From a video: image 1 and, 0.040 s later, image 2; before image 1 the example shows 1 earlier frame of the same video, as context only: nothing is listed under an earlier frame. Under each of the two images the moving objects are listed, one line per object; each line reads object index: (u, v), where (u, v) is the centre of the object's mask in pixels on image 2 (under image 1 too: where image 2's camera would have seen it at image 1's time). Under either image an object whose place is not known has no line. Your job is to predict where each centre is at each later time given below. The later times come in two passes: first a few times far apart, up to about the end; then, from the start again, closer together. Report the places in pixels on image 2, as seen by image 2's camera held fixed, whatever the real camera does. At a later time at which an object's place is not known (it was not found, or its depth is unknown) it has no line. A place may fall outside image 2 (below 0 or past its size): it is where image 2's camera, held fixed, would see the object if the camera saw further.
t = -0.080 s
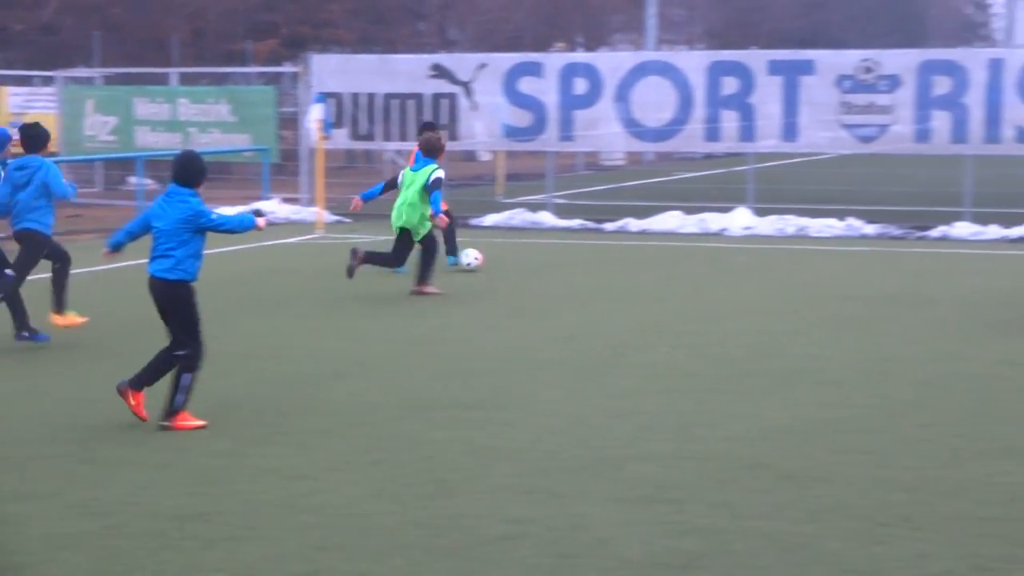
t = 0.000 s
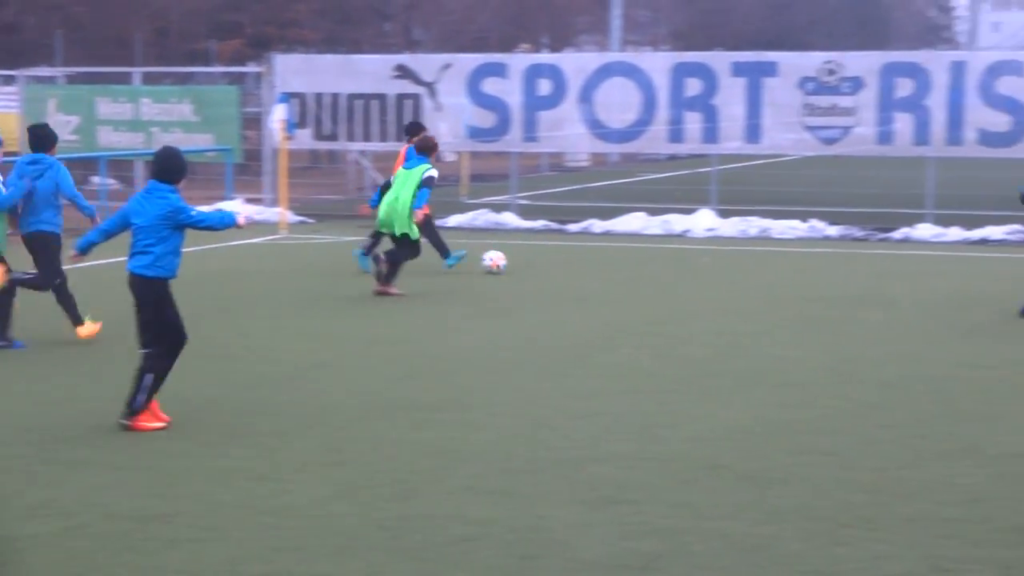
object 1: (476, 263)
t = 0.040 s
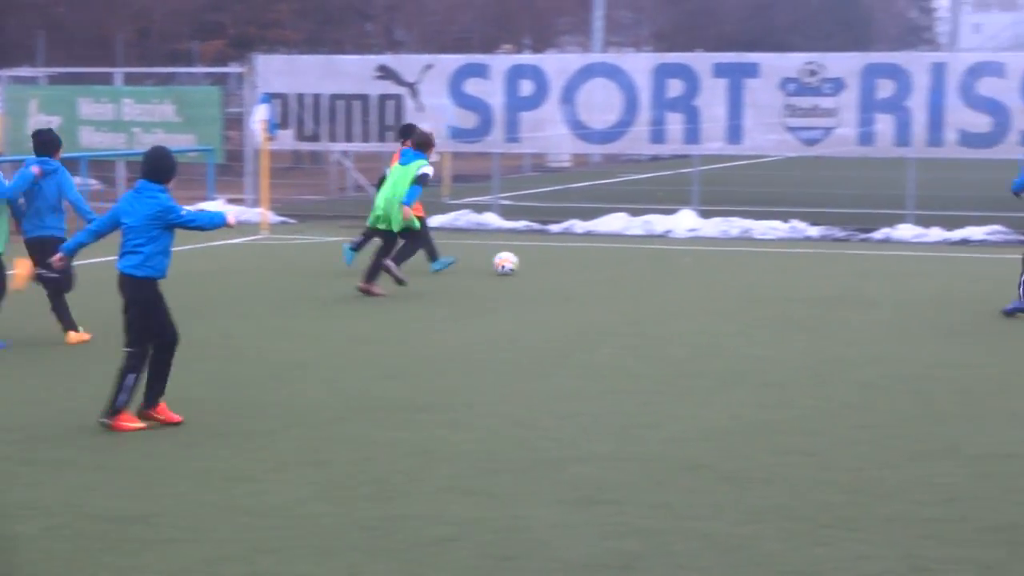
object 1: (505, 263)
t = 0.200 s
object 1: (619, 265)
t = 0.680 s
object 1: (928, 275)
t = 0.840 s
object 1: (1017, 279)
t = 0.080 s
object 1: (534, 264)
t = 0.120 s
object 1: (563, 264)
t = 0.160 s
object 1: (592, 265)
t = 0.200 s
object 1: (619, 265)
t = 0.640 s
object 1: (904, 274)
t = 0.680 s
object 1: (928, 275)
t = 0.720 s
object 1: (951, 276)
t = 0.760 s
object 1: (973, 277)
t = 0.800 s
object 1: (995, 277)
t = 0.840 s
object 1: (1017, 279)
